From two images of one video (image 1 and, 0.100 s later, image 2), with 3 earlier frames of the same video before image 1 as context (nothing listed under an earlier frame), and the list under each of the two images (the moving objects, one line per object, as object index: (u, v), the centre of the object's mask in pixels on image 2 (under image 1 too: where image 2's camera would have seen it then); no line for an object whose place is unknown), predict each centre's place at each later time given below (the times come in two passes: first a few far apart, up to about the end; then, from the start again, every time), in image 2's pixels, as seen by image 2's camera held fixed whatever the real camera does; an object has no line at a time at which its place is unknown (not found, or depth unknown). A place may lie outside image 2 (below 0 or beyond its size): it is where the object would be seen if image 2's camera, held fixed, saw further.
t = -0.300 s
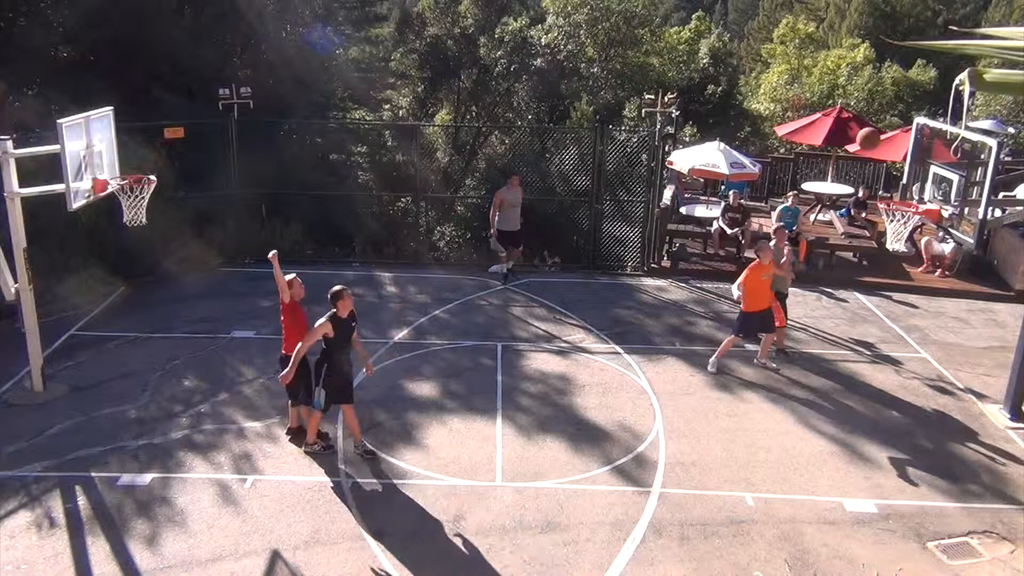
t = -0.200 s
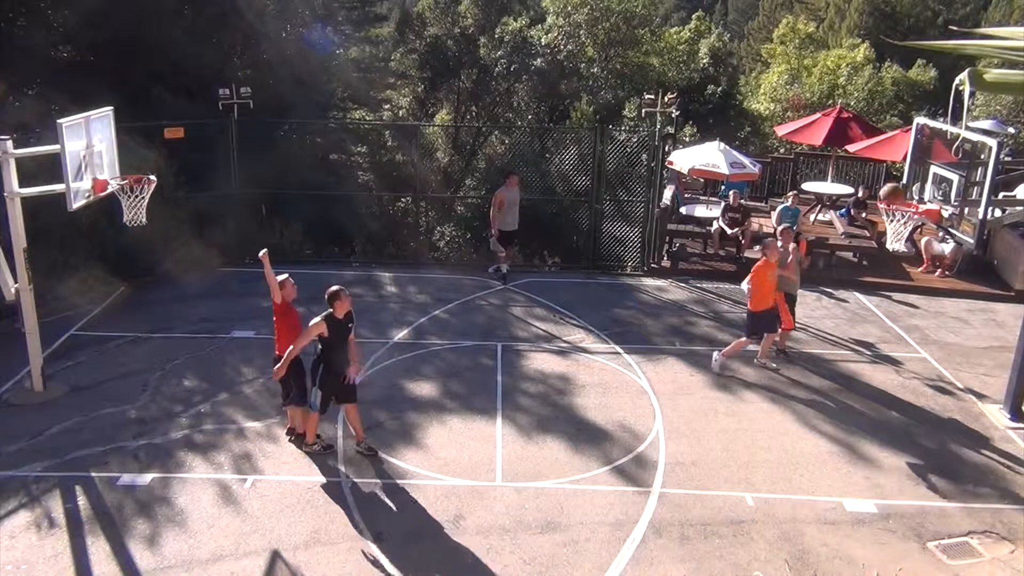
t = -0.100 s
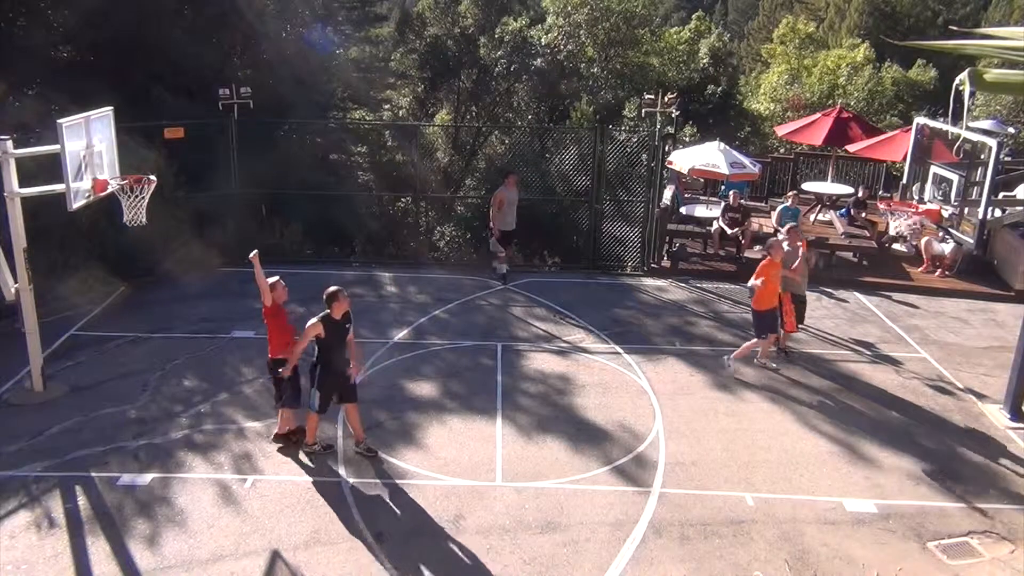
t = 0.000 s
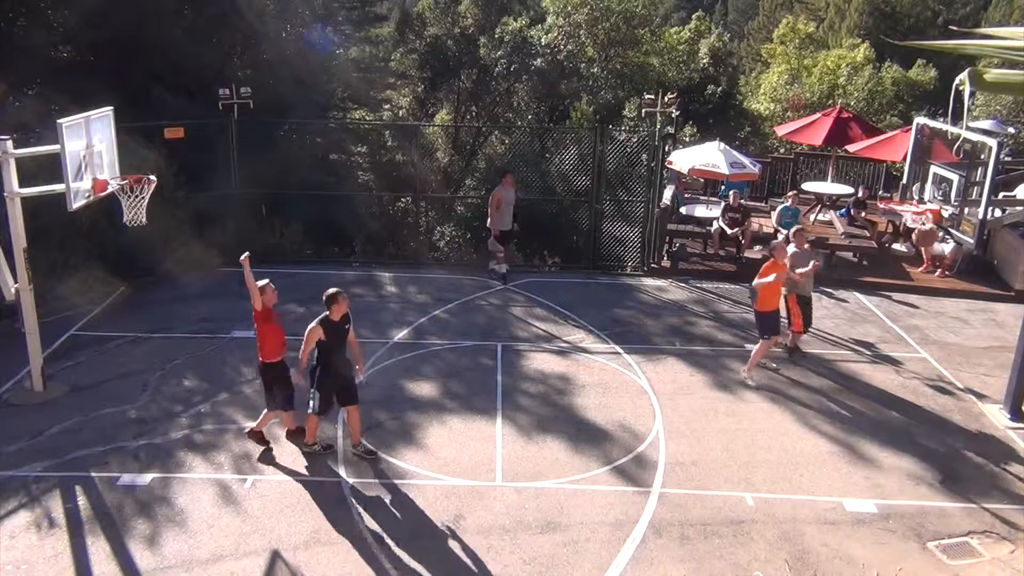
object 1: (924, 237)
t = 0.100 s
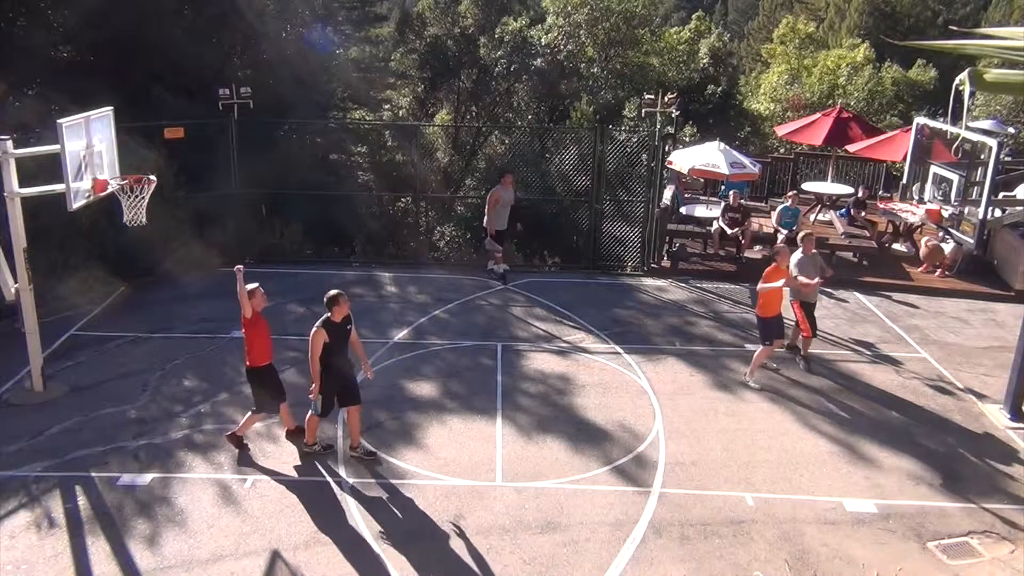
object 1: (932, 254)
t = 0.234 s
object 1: (939, 289)
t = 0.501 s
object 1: (947, 410)
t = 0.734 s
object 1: (955, 420)
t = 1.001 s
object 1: (968, 385)
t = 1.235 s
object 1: (968, 405)
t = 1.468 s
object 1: (956, 481)
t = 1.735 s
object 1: (953, 529)
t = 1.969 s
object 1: (968, 500)
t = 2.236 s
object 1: (973, 534)
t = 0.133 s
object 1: (933, 261)
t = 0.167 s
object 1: (936, 268)
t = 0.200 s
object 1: (937, 278)
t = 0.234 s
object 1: (939, 289)
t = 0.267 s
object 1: (940, 300)
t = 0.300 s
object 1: (942, 314)
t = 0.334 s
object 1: (943, 327)
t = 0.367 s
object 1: (943, 341)
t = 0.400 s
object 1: (945, 357)
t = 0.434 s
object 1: (946, 373)
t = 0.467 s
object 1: (945, 390)
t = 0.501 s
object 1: (947, 410)
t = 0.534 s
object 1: (945, 428)
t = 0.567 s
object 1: (944, 447)
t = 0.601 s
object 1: (945, 453)
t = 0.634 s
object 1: (946, 447)
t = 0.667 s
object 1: (950, 436)
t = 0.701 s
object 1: (952, 428)
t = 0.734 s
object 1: (955, 420)
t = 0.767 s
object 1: (957, 412)
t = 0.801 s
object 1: (960, 405)
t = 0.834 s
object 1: (962, 399)
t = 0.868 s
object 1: (963, 395)
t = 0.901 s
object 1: (964, 390)
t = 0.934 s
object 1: (966, 387)
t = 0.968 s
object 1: (967, 386)
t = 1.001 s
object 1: (968, 385)
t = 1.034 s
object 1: (968, 385)
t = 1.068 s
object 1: (968, 385)
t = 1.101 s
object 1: (969, 387)
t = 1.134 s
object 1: (969, 390)
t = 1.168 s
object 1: (969, 394)
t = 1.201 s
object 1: (968, 399)
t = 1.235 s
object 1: (968, 405)
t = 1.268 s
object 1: (967, 413)
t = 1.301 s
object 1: (965, 422)
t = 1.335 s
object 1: (963, 432)
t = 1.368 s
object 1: (962, 442)
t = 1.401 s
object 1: (960, 455)
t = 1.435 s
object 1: (957, 467)
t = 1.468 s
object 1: (956, 481)
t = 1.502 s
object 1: (951, 499)
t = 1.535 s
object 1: (950, 516)
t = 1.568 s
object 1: (946, 533)
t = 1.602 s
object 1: (942, 552)
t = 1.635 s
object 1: (943, 557)
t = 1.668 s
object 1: (946, 545)
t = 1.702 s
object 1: (949, 537)
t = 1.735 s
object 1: (953, 529)
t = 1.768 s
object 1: (955, 524)
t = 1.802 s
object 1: (959, 516)
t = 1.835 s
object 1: (961, 510)
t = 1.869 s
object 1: (964, 505)
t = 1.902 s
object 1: (965, 502)
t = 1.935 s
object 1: (967, 500)
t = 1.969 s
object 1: (968, 500)
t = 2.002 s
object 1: (970, 500)
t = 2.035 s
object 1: (972, 501)
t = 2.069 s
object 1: (972, 503)
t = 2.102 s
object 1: (973, 507)
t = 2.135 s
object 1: (974, 512)
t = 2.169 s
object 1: (974, 519)
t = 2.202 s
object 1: (973, 525)
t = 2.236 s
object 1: (973, 534)
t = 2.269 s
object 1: (972, 544)
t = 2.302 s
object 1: (972, 557)
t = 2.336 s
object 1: (970, 564)
